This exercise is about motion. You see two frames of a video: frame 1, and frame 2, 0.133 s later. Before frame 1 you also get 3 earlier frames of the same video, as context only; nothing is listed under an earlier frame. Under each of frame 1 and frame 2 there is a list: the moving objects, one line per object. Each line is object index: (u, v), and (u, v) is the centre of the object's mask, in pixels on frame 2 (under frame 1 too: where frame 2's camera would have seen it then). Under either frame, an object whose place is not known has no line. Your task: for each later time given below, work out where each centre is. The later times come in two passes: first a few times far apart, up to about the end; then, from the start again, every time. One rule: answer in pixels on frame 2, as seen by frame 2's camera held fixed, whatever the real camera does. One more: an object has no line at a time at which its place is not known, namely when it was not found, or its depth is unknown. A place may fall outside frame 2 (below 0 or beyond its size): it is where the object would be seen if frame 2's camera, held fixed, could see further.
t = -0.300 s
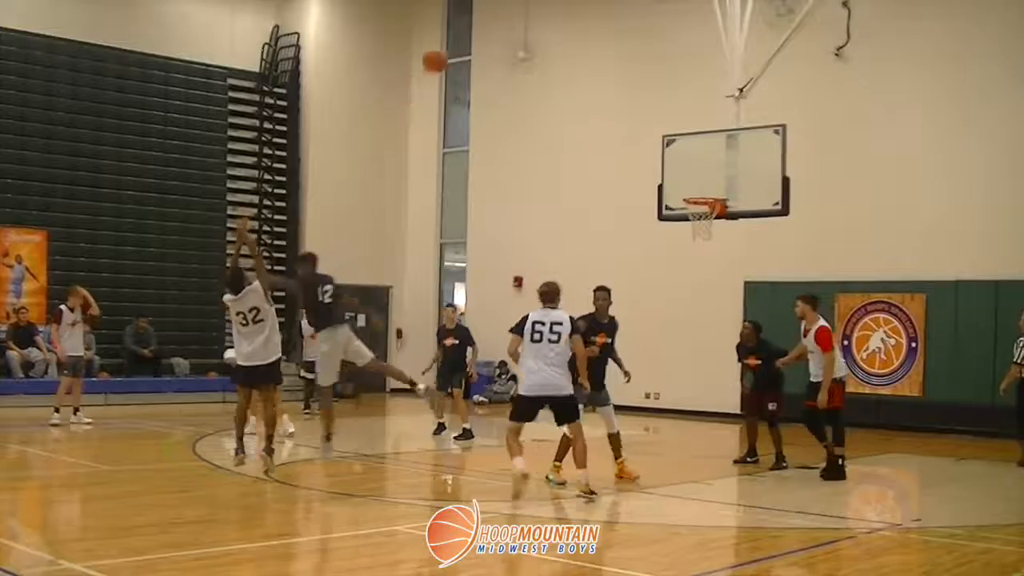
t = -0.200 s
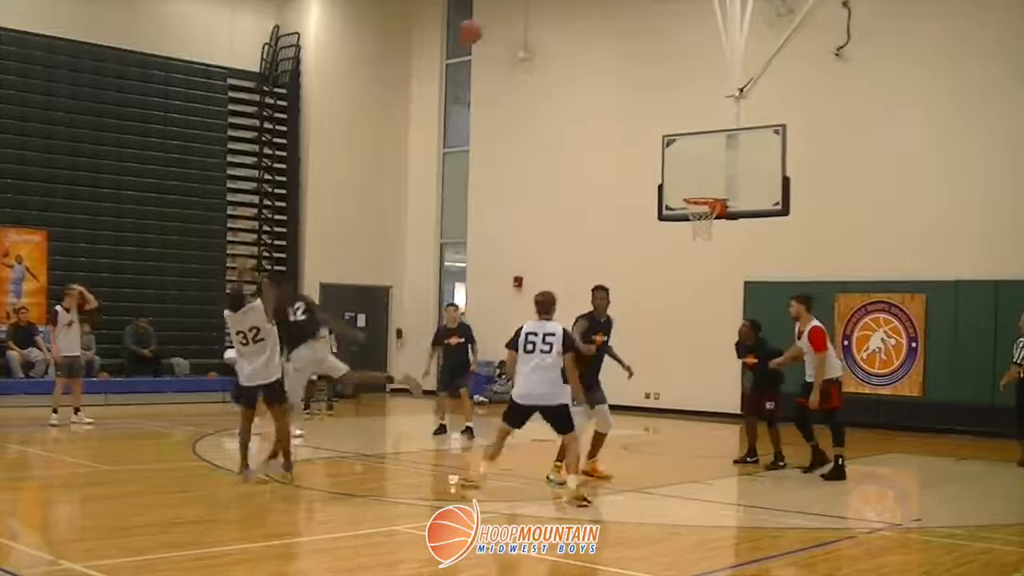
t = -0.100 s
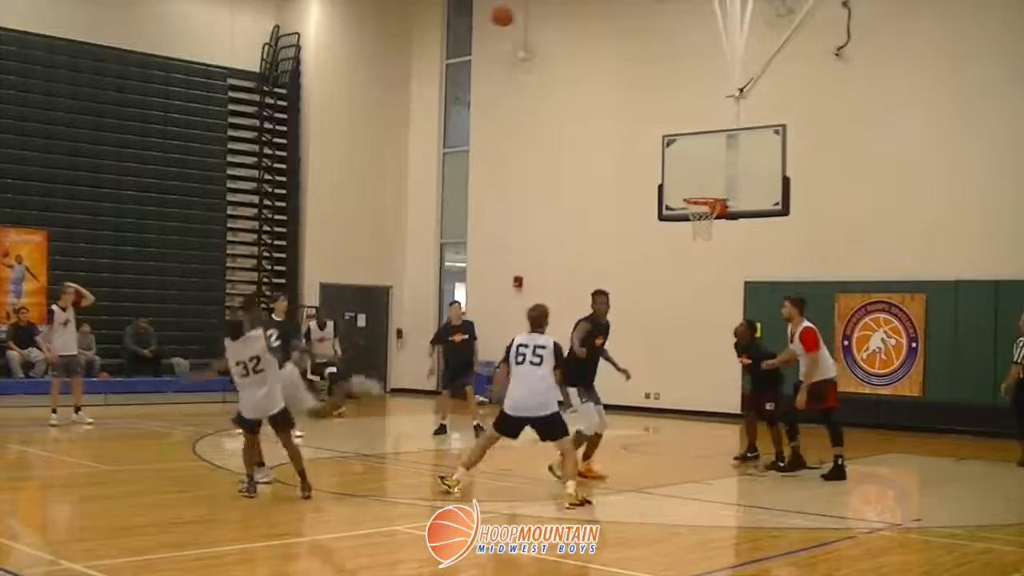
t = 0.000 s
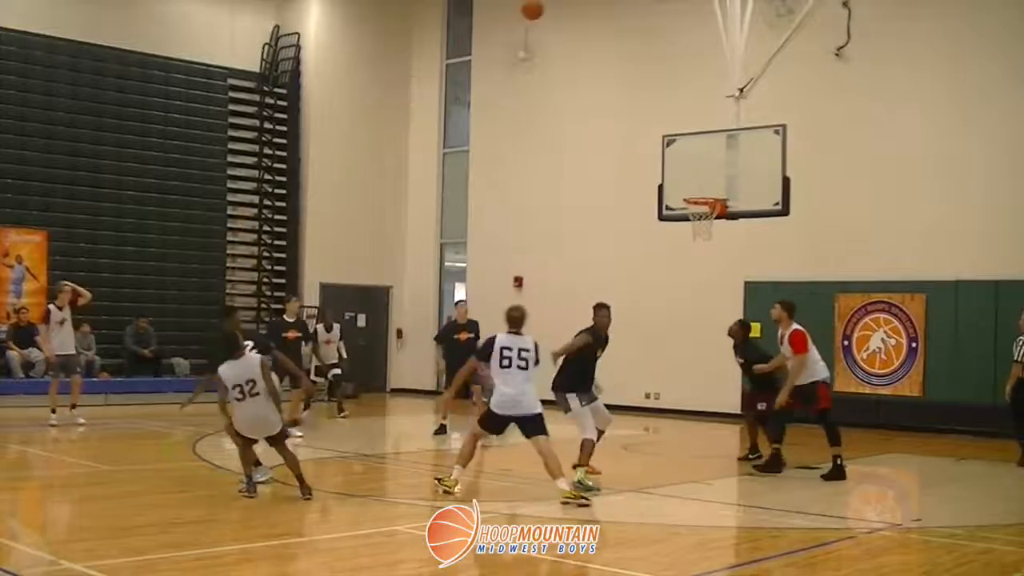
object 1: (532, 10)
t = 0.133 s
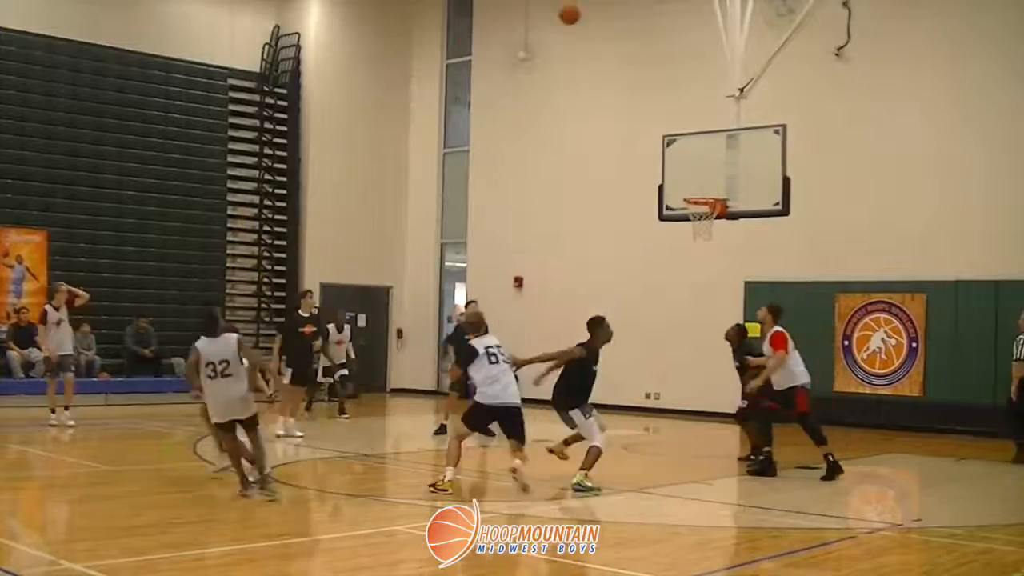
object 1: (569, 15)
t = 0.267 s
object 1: (603, 34)
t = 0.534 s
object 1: (661, 113)
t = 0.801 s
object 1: (696, 173)
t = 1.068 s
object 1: (655, 129)
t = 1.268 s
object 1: (624, 131)
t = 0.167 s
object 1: (579, 18)
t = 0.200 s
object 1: (586, 23)
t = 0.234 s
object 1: (594, 28)
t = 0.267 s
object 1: (603, 34)
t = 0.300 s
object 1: (611, 41)
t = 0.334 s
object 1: (618, 49)
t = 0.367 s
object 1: (626, 58)
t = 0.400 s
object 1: (633, 68)
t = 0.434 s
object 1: (640, 78)
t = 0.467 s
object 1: (648, 89)
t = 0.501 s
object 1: (655, 101)
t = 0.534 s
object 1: (661, 113)
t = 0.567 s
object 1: (668, 126)
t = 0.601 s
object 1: (674, 140)
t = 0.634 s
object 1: (681, 154)
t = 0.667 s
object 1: (688, 169)
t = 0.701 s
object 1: (694, 185)
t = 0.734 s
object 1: (698, 190)
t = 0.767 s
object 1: (700, 182)
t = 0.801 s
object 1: (696, 173)
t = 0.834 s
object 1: (691, 164)
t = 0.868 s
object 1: (687, 157)
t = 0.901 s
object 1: (681, 150)
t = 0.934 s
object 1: (675, 144)
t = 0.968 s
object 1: (671, 139)
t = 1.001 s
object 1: (666, 135)
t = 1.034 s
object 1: (661, 131)
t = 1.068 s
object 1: (655, 129)
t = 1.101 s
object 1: (650, 127)
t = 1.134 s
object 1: (645, 126)
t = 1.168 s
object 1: (640, 126)
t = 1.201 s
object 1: (634, 127)
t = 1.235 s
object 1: (629, 129)
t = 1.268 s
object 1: (624, 131)
